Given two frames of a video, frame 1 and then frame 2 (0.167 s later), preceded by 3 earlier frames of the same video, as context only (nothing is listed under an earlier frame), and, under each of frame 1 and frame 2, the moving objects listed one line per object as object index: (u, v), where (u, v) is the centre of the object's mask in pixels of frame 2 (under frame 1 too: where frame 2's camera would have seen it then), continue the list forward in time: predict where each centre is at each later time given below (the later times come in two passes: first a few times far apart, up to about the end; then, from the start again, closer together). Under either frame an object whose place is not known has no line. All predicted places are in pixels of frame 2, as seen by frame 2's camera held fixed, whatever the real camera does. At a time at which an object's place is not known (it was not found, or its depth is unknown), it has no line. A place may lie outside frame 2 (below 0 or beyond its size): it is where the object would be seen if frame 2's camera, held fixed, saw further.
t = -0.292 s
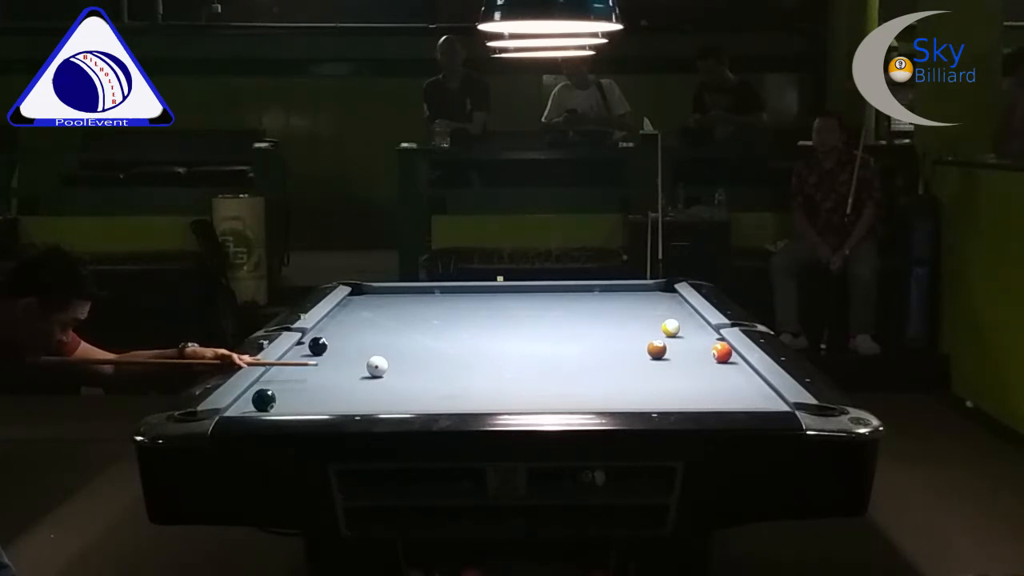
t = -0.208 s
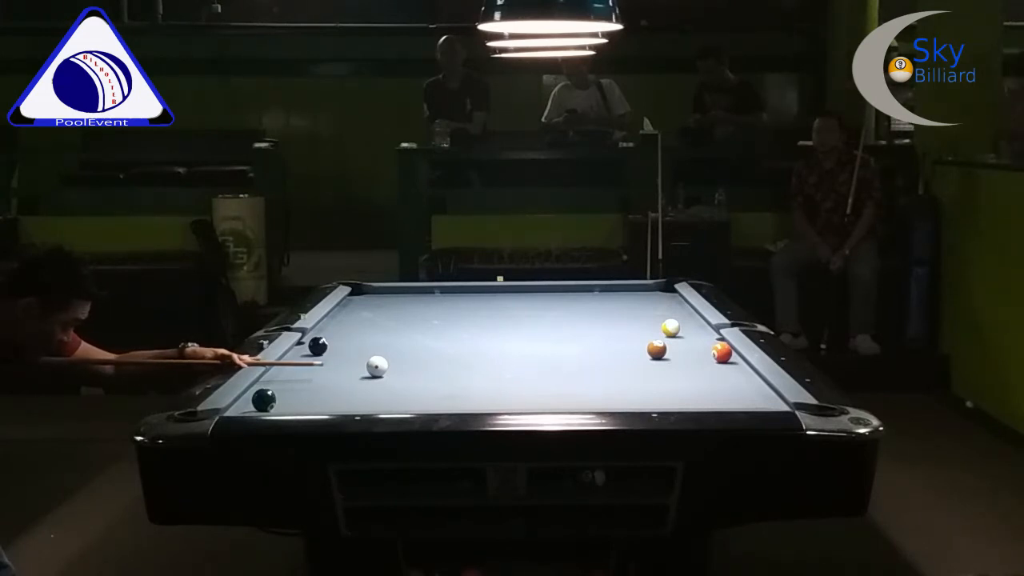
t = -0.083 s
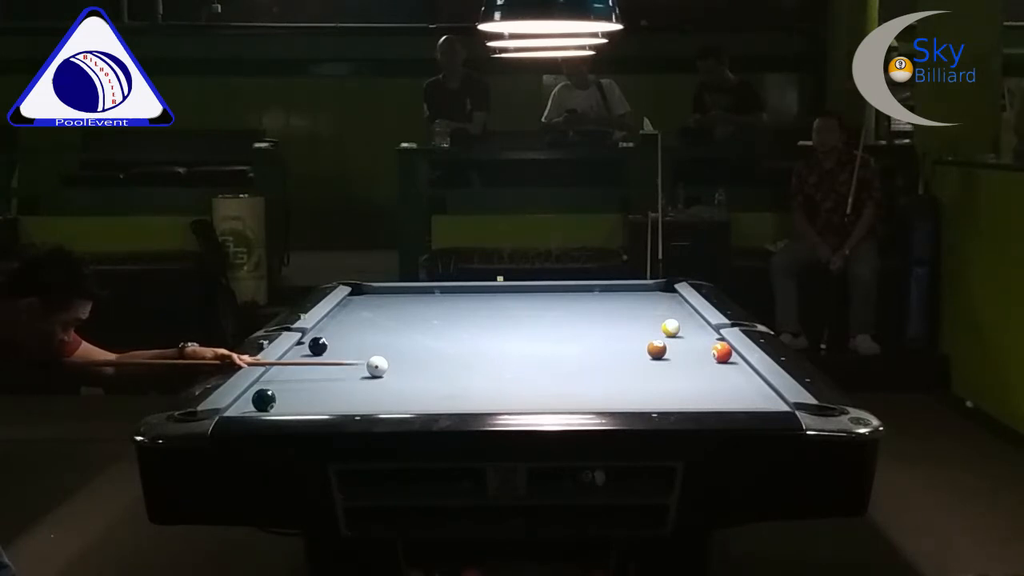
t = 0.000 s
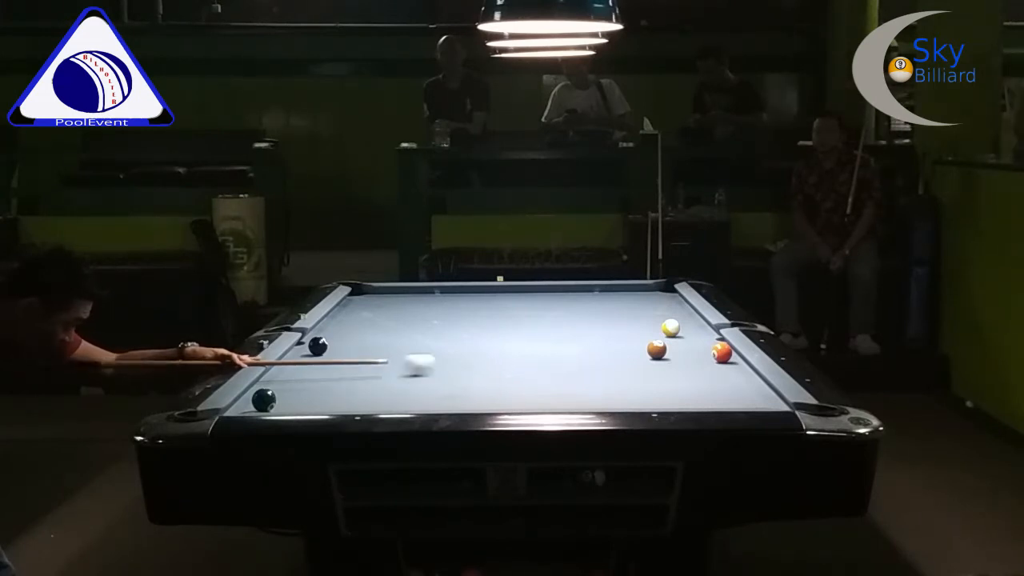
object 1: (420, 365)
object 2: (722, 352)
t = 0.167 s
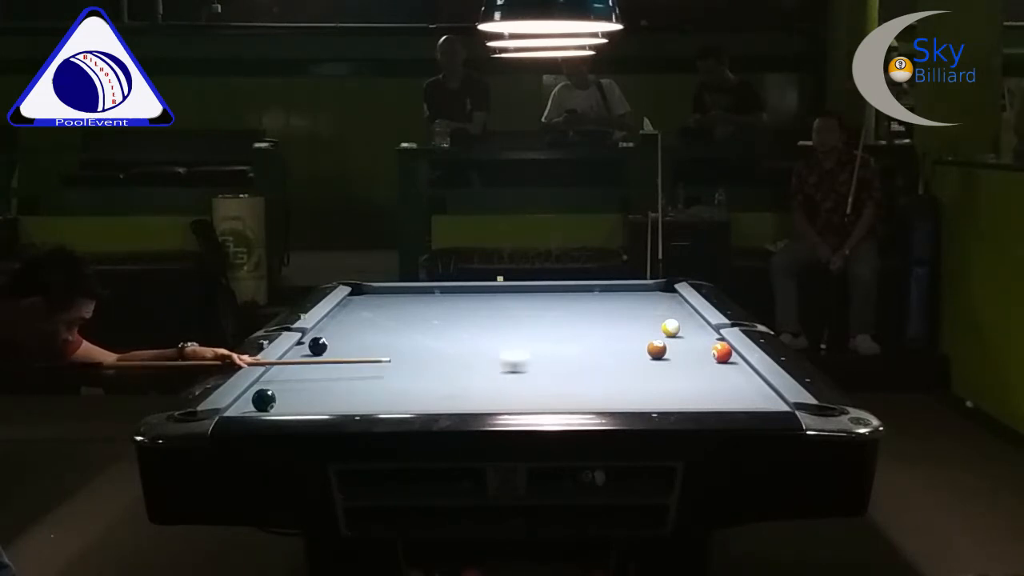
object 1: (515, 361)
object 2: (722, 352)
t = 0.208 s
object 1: (538, 359)
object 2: (722, 352)
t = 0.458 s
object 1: (674, 356)
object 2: (722, 352)
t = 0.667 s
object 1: (722, 358)
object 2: (708, 348)
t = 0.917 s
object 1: (692, 364)
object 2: (676, 344)
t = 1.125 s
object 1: (668, 369)
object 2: (648, 338)
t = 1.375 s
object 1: (639, 375)
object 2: (622, 337)
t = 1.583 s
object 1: (615, 380)
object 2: (600, 334)
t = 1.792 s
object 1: (592, 384)
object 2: (580, 331)
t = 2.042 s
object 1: (563, 390)
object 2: (558, 329)
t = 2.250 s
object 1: (540, 395)
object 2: (541, 327)
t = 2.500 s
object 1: (513, 399)
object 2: (522, 324)
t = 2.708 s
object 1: (491, 401)
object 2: (508, 322)
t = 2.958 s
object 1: (465, 404)
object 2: (492, 320)
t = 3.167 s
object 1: (444, 405)
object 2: (480, 318)
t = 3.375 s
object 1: (433, 405)
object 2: (470, 317)
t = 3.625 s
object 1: (420, 404)
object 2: (459, 315)
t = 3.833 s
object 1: (412, 404)
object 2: (450, 314)
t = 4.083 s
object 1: (403, 404)
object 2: (441, 313)
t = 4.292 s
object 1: (397, 403)
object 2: (435, 312)
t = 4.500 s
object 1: (393, 403)
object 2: (430, 311)
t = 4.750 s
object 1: (390, 403)
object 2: (424, 310)
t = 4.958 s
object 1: (389, 403)
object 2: (420, 309)
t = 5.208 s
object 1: (389, 403)
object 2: (417, 309)
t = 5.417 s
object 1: (390, 402)
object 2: (415, 308)
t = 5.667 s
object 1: (391, 402)
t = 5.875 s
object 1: (391, 402)
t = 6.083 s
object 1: (391, 402)
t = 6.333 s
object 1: (391, 402)
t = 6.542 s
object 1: (391, 402)
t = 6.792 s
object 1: (391, 402)
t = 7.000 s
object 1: (391, 402)
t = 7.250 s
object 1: (391, 403)
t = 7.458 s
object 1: (391, 403)
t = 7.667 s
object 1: (391, 403)
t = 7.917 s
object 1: (391, 403)
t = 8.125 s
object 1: (391, 403)
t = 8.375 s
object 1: (391, 403)
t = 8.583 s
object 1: (391, 403)
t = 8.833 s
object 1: (391, 403)
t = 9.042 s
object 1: (391, 403)
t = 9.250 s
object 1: (391, 403)
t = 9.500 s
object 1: (391, 403)
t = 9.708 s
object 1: (391, 403)
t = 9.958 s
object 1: (391, 403)
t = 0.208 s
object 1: (538, 359)
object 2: (722, 352)
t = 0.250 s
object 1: (561, 359)
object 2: (722, 352)
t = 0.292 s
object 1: (584, 359)
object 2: (722, 352)
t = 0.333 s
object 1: (606, 358)
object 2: (722, 352)
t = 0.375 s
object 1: (628, 358)
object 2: (722, 352)
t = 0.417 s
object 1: (649, 357)
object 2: (722, 352)
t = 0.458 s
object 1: (674, 356)
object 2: (722, 352)
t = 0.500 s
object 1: (696, 355)
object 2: (722, 352)
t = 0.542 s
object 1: (712, 355)
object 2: (727, 351)
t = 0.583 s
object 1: (728, 357)
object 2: (721, 344)
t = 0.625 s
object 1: (729, 357)
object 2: (715, 348)
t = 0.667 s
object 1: (722, 358)
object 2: (708, 348)
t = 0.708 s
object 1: (717, 360)
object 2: (703, 347)
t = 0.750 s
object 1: (712, 361)
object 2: (697, 347)
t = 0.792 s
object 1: (707, 361)
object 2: (691, 347)
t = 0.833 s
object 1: (703, 362)
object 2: (686, 346)
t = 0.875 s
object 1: (698, 363)
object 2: (681, 345)
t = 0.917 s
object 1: (692, 364)
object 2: (676, 344)
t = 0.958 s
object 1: (688, 365)
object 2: (671, 343)
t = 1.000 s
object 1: (683, 366)
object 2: (667, 341)
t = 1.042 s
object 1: (678, 367)
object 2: (661, 338)
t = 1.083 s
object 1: (673, 368)
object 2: (654, 337)
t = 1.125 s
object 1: (668, 369)
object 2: (648, 338)
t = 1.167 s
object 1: (664, 370)
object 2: (644, 339)
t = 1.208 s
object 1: (659, 371)
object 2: (640, 339)
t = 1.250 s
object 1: (654, 372)
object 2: (635, 339)
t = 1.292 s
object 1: (649, 373)
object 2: (630, 338)
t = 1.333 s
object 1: (644, 374)
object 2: (626, 337)
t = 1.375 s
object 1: (639, 375)
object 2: (622, 337)
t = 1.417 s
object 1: (634, 376)
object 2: (617, 336)
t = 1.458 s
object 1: (630, 377)
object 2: (613, 336)
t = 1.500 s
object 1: (625, 378)
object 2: (608, 335)
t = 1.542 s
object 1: (620, 379)
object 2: (604, 335)
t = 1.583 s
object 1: (615, 380)
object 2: (600, 334)
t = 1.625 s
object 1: (611, 380)
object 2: (596, 334)
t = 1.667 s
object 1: (606, 381)
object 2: (592, 333)
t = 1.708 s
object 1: (601, 383)
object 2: (588, 332)
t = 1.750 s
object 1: (596, 383)
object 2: (584, 332)
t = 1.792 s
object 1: (592, 384)
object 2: (580, 331)
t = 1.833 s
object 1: (587, 385)
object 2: (576, 331)
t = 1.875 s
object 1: (582, 386)
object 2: (573, 330)
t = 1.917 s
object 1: (578, 387)
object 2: (569, 330)
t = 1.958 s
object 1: (573, 388)
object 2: (565, 329)
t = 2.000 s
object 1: (568, 389)
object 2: (561, 329)
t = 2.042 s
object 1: (563, 390)
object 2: (558, 329)
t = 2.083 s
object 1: (559, 391)
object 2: (555, 328)
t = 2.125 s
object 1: (554, 392)
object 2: (551, 328)
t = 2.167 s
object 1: (549, 393)
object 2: (548, 327)
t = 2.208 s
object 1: (545, 394)
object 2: (545, 327)
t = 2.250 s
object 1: (540, 395)
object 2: (541, 327)
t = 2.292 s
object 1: (536, 396)
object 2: (538, 326)
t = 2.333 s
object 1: (531, 396)
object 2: (535, 326)
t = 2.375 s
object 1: (527, 397)
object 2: (532, 325)
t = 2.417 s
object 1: (522, 398)
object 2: (529, 325)
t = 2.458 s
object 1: (518, 398)
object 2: (525, 324)
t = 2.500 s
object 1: (513, 399)
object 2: (522, 324)
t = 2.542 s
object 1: (509, 399)
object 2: (519, 323)
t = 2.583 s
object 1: (504, 400)
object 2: (517, 323)
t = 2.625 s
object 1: (499, 400)
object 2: (514, 322)
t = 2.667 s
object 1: (495, 401)
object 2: (511, 322)
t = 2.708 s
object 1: (491, 401)
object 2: (508, 322)
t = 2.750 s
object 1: (487, 402)
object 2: (505, 322)
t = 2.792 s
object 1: (482, 402)
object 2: (502, 321)
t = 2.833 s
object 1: (478, 403)
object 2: (500, 321)
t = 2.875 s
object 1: (473, 403)
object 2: (497, 321)
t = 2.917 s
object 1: (470, 403)
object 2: (495, 321)
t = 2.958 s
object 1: (465, 404)
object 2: (492, 320)
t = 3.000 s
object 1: (461, 404)
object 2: (490, 320)
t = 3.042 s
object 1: (456, 404)
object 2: (488, 320)
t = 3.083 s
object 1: (452, 405)
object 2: (485, 319)
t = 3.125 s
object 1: (448, 405)
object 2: (483, 319)
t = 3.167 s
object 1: (444, 405)
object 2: (480, 318)
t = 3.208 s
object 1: (442, 405)
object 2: (478, 318)
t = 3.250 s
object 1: (440, 405)
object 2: (476, 318)
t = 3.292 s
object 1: (437, 405)
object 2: (474, 317)
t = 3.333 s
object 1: (435, 405)
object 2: (472, 317)
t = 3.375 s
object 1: (433, 405)
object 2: (470, 317)
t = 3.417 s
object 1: (430, 405)
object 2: (468, 316)
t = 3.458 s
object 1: (428, 405)
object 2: (466, 316)
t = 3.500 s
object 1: (426, 405)
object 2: (464, 316)
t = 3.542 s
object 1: (424, 405)
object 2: (462, 316)
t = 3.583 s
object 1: (422, 404)
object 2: (460, 315)
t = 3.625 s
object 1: (420, 404)
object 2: (459, 315)
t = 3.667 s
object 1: (419, 404)
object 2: (457, 315)
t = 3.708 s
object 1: (417, 404)
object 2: (455, 315)
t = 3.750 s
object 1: (415, 404)
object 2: (453, 315)
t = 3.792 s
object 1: (413, 404)
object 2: (452, 314)
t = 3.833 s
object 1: (412, 404)
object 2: (450, 314)
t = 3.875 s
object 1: (410, 404)
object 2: (448, 314)
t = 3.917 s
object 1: (409, 404)
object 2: (447, 314)
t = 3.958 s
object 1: (407, 404)
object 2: (445, 313)
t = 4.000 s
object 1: (406, 404)
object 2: (444, 313)
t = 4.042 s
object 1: (405, 404)
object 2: (443, 313)
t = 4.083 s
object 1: (403, 404)
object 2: (441, 313)
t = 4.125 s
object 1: (402, 403)
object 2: (440, 313)
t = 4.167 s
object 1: (401, 403)
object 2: (439, 313)
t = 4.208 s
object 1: (400, 403)
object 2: (437, 312)
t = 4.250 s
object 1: (398, 403)
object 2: (436, 312)
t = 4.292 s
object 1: (397, 403)
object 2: (435, 312)
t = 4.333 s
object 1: (397, 403)
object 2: (434, 312)
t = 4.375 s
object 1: (396, 403)
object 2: (433, 311)
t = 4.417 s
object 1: (395, 403)
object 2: (432, 311)
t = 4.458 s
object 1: (394, 403)
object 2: (430, 311)
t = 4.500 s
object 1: (393, 403)
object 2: (430, 311)
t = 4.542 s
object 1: (392, 403)
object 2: (428, 311)
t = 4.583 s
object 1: (392, 403)
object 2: (428, 311)
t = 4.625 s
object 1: (391, 403)
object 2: (427, 310)
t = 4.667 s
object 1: (390, 403)
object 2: (426, 310)
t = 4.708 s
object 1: (390, 403)
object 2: (425, 310)
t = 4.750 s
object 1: (390, 403)
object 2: (424, 310)
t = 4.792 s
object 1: (389, 403)
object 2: (423, 310)
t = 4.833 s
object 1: (389, 403)
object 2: (423, 310)
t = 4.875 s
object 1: (389, 403)
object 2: (422, 310)
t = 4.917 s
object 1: (389, 403)
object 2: (421, 310)
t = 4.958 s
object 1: (389, 403)
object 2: (420, 309)
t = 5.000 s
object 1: (389, 403)
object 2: (420, 309)
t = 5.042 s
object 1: (389, 403)
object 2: (419, 309)
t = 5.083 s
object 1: (389, 403)
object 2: (418, 309)
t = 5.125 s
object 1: (389, 403)
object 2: (418, 309)
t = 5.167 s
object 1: (389, 402)
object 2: (417, 309)
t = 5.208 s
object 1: (389, 403)
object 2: (417, 309)
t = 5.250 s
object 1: (390, 403)
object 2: (416, 309)
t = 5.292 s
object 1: (390, 403)
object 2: (416, 309)
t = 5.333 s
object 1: (390, 403)
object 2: (415, 309)
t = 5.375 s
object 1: (390, 402)
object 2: (415, 309)
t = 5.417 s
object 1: (390, 402)
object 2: (415, 308)
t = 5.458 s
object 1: (390, 402)
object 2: (414, 309)
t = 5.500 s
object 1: (391, 402)
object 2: (414, 308)
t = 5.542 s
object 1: (391, 402)
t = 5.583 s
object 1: (391, 402)
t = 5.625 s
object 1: (391, 402)
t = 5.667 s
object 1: (391, 402)
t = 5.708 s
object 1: (391, 402)
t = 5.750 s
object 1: (391, 402)
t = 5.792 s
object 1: (391, 402)
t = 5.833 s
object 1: (391, 402)
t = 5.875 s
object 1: (391, 402)
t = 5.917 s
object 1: (391, 402)
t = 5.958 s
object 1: (391, 402)
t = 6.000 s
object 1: (391, 402)
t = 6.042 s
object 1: (391, 402)
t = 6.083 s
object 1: (391, 402)
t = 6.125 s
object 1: (391, 402)
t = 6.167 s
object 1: (391, 402)
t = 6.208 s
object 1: (391, 402)
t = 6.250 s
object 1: (391, 402)
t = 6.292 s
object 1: (391, 402)
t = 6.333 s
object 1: (391, 402)
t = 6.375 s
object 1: (391, 402)
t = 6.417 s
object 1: (391, 402)
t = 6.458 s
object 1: (391, 402)
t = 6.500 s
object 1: (391, 402)
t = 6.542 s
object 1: (391, 402)
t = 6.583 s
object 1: (391, 402)
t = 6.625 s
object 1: (391, 402)
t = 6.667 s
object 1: (391, 402)
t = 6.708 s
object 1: (391, 402)
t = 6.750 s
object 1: (391, 402)
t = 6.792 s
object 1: (391, 402)
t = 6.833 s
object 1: (391, 402)
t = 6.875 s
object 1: (391, 402)
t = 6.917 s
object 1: (391, 402)
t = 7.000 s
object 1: (391, 402)
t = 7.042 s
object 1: (391, 402)
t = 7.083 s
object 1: (391, 402)
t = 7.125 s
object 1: (391, 402)
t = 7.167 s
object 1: (391, 403)
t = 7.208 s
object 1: (391, 403)
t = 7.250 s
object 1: (391, 403)
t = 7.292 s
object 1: (391, 403)
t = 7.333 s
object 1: (391, 403)
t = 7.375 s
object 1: (391, 403)
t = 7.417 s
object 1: (391, 403)
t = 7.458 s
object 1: (391, 403)
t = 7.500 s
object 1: (391, 403)
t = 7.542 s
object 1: (391, 403)
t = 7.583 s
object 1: (391, 403)
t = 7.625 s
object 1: (391, 403)
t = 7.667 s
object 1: (391, 403)
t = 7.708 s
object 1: (391, 403)
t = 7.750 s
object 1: (391, 403)
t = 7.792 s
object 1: (391, 403)
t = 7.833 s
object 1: (391, 403)
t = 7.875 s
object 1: (391, 403)
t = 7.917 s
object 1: (391, 403)
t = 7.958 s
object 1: (391, 403)
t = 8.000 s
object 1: (391, 403)
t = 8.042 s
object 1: (391, 403)
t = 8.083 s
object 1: (391, 403)
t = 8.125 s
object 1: (391, 403)
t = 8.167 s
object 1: (391, 403)
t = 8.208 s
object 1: (391, 403)
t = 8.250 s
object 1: (391, 403)
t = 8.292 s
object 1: (391, 403)
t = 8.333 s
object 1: (391, 403)
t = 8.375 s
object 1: (391, 403)
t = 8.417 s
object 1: (391, 403)
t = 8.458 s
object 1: (391, 403)
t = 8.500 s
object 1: (391, 403)
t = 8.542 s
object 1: (391, 403)
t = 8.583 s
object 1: (391, 403)
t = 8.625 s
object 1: (391, 403)
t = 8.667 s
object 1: (391, 403)
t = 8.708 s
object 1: (391, 403)
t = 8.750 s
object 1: (391, 403)
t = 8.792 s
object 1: (391, 403)
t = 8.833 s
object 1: (391, 403)
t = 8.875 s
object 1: (391, 403)
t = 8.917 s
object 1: (391, 403)
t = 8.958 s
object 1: (391, 403)
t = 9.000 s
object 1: (391, 403)
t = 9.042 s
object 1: (391, 403)
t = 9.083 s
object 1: (391, 403)
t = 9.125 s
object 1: (391, 403)
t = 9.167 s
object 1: (391, 403)
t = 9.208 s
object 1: (391, 403)
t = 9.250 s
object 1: (391, 403)
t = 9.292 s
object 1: (391, 403)
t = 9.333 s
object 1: (391, 403)
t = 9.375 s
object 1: (391, 403)
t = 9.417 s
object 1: (391, 403)
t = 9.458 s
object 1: (391, 403)
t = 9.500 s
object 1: (391, 403)
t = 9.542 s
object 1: (391, 403)
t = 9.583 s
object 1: (391, 403)
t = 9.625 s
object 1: (391, 403)
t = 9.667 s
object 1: (391, 403)
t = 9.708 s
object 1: (391, 403)
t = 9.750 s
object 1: (391, 403)
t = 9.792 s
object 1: (391, 403)
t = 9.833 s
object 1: (391, 403)
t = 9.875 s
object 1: (391, 403)
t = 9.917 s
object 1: (391, 403)
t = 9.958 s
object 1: (391, 403)
